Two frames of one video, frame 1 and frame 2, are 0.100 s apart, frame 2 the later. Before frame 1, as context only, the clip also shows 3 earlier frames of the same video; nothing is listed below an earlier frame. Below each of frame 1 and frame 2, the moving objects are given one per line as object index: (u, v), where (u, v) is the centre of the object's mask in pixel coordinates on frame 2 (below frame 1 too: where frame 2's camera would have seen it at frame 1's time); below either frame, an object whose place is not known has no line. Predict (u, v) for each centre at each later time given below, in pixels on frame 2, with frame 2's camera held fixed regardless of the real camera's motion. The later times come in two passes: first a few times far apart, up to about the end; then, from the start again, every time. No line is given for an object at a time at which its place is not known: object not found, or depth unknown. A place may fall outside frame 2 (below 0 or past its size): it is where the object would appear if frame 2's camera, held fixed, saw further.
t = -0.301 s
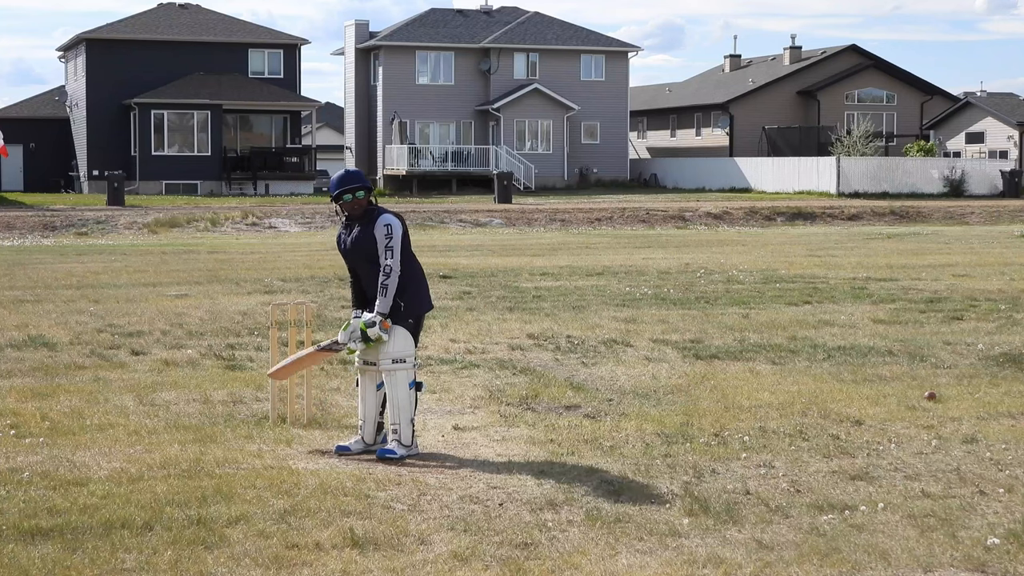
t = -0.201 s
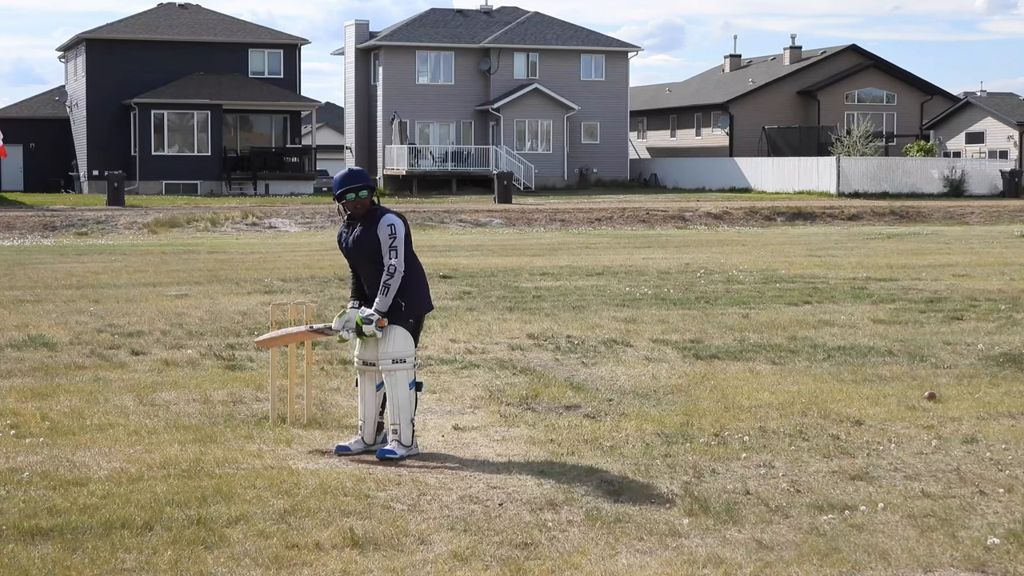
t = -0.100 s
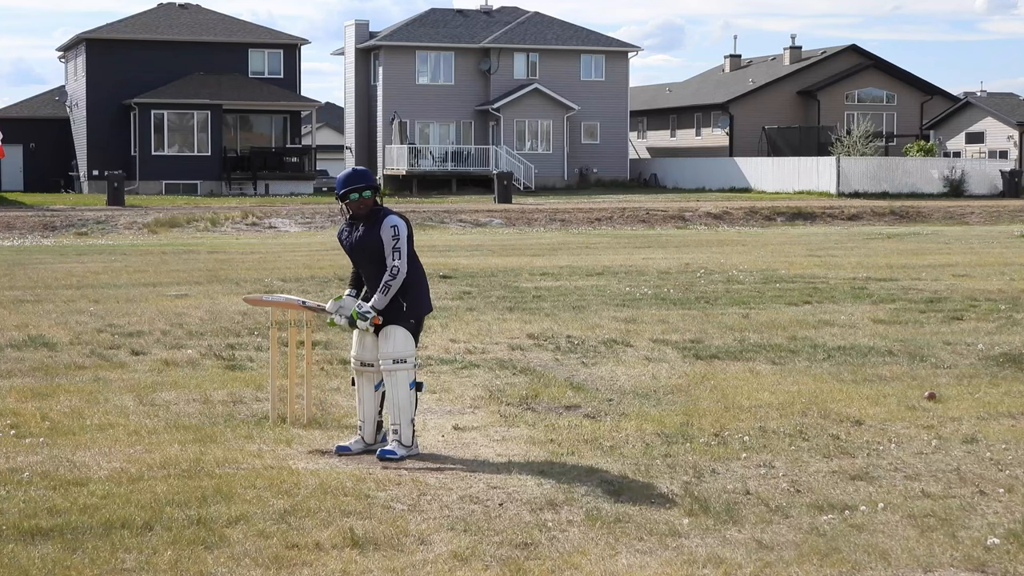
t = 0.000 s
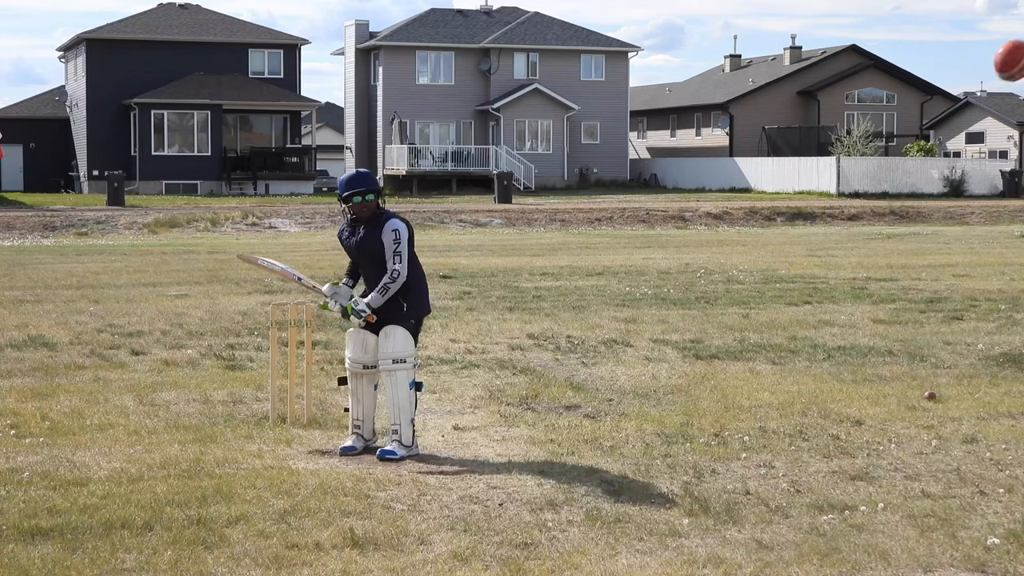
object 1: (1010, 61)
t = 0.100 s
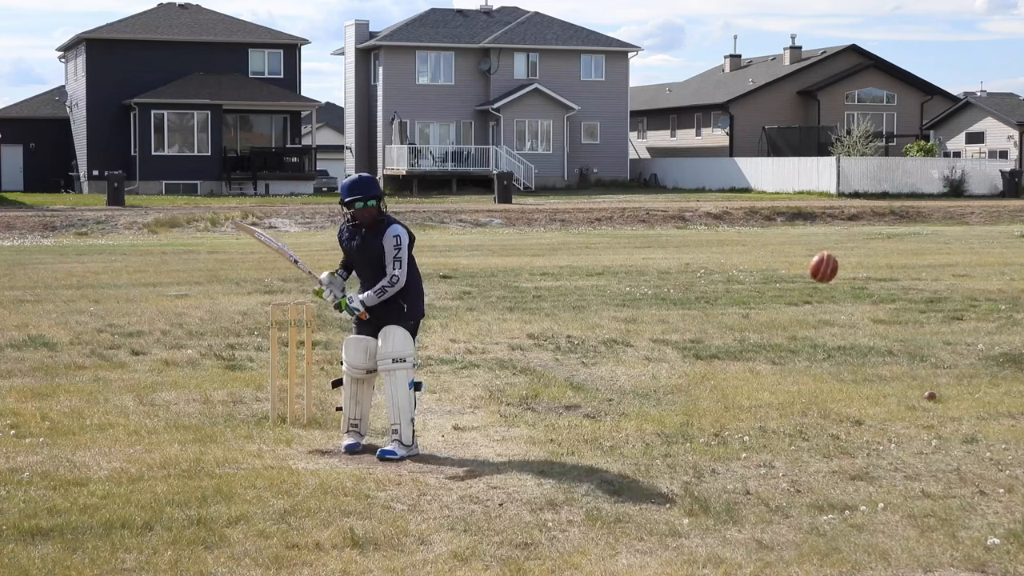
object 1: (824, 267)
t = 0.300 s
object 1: (638, 545)
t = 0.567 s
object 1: (566, 353)
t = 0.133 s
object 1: (780, 324)
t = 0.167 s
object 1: (742, 378)
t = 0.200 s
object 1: (710, 427)
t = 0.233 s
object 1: (682, 475)
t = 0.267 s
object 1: (657, 520)
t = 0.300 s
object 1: (638, 545)
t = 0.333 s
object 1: (627, 506)
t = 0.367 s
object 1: (617, 473)
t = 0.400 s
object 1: (608, 444)
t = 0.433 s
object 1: (599, 419)
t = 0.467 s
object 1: (590, 397)
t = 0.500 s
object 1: (582, 380)
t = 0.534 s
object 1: (574, 365)
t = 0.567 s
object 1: (566, 353)
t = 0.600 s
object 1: (559, 345)
